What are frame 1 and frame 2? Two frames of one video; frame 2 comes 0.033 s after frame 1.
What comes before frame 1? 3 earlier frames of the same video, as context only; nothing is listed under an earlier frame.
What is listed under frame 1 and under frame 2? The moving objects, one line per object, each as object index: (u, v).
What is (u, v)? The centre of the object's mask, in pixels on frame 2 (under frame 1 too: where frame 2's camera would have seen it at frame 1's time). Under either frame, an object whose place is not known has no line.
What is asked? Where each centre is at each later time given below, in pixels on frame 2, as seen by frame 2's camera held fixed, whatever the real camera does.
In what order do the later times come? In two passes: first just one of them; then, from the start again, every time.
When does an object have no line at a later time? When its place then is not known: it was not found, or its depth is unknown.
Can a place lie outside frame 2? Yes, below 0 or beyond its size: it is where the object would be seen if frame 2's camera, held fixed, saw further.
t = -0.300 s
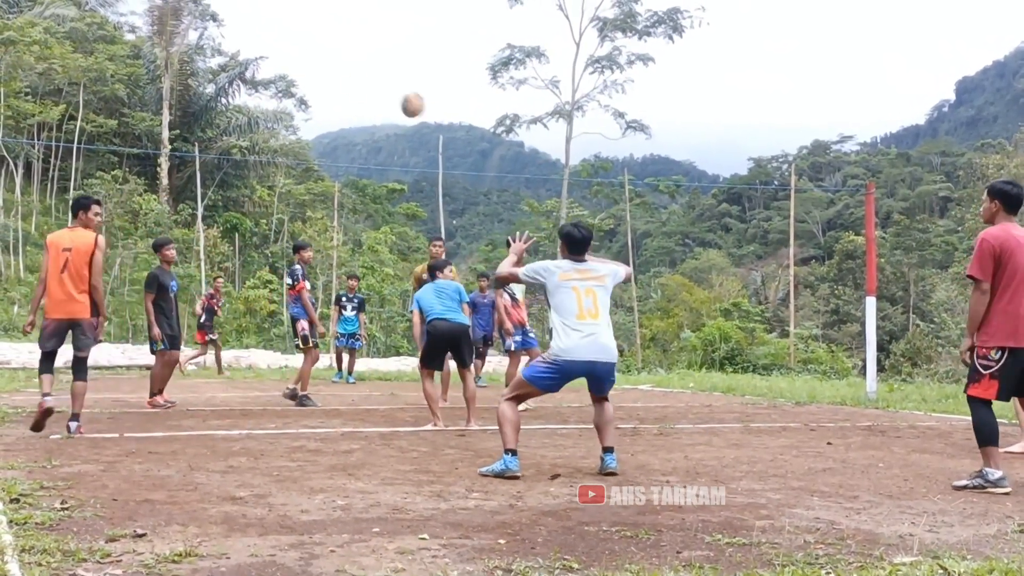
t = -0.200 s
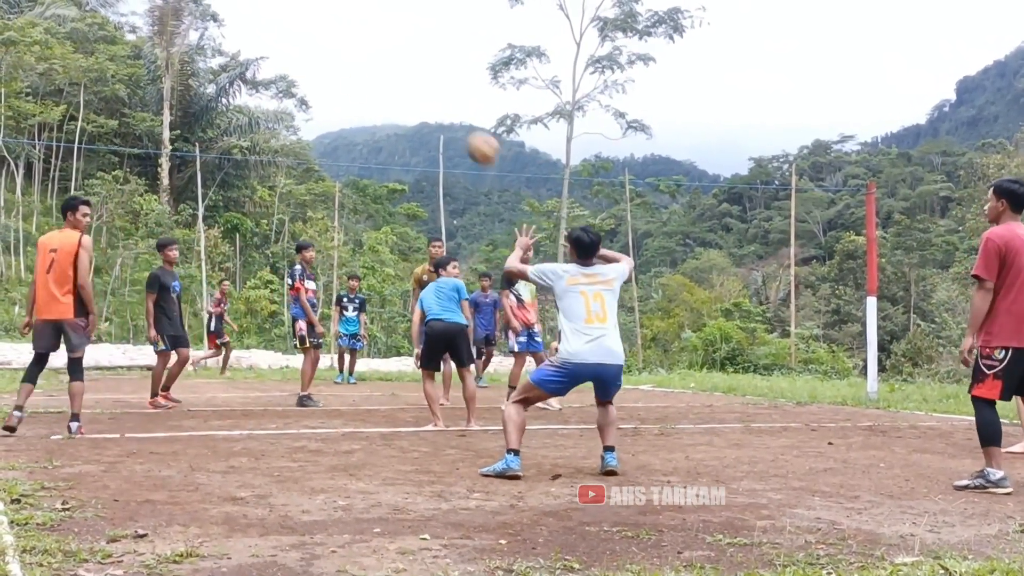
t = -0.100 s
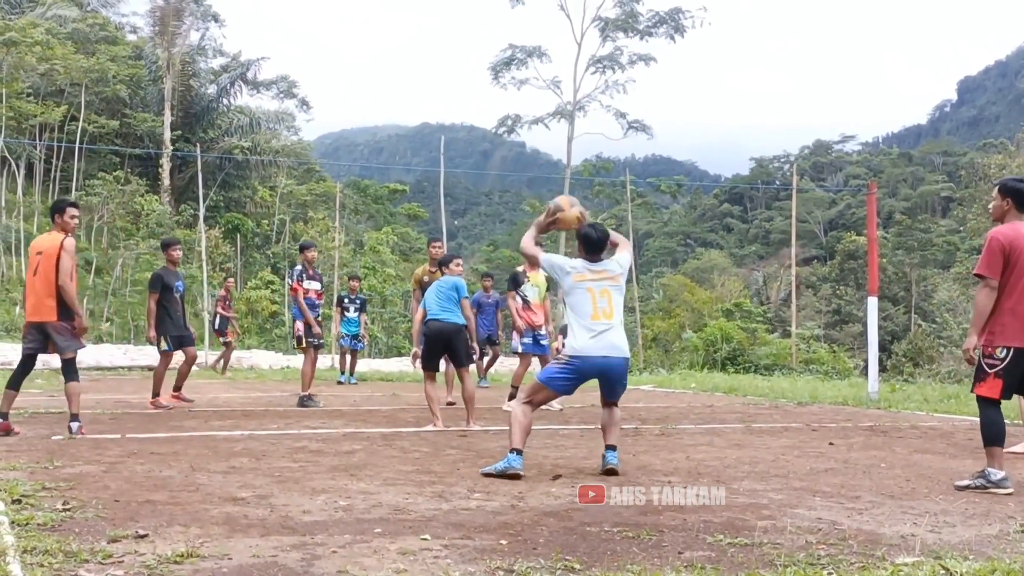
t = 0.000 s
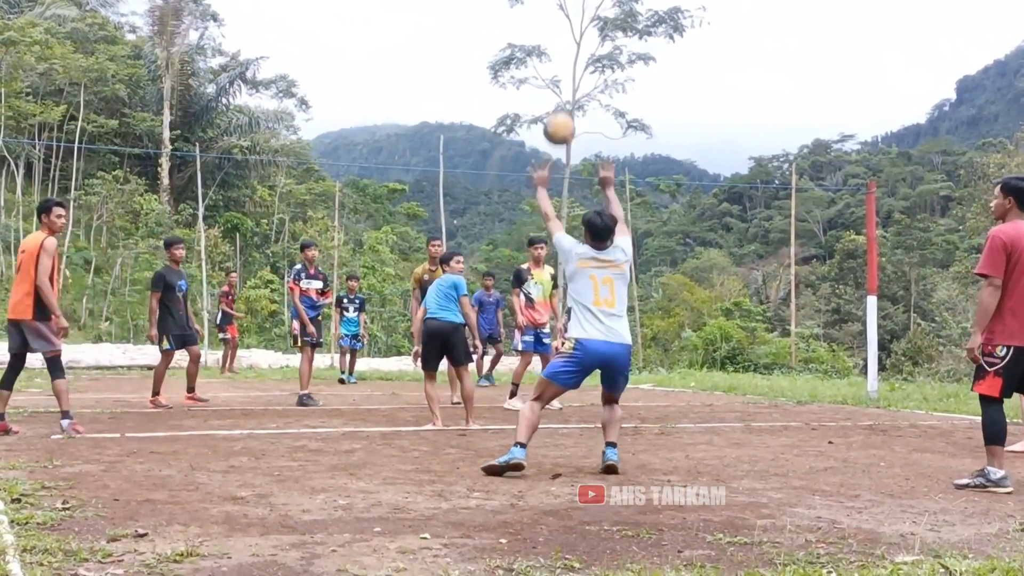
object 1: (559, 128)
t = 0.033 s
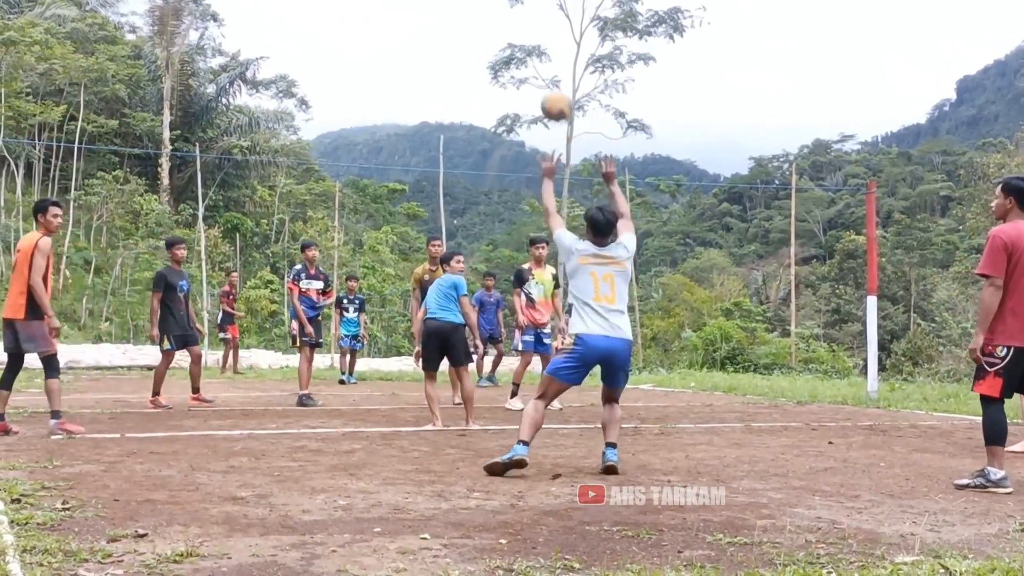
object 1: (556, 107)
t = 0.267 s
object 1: (540, 7)
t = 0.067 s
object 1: (554, 85)
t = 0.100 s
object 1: (551, 65)
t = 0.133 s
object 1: (549, 49)
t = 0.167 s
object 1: (547, 35)
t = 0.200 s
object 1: (544, 22)
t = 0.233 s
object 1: (542, 11)
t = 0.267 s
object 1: (540, 7)
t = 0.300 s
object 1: (538, 4)
